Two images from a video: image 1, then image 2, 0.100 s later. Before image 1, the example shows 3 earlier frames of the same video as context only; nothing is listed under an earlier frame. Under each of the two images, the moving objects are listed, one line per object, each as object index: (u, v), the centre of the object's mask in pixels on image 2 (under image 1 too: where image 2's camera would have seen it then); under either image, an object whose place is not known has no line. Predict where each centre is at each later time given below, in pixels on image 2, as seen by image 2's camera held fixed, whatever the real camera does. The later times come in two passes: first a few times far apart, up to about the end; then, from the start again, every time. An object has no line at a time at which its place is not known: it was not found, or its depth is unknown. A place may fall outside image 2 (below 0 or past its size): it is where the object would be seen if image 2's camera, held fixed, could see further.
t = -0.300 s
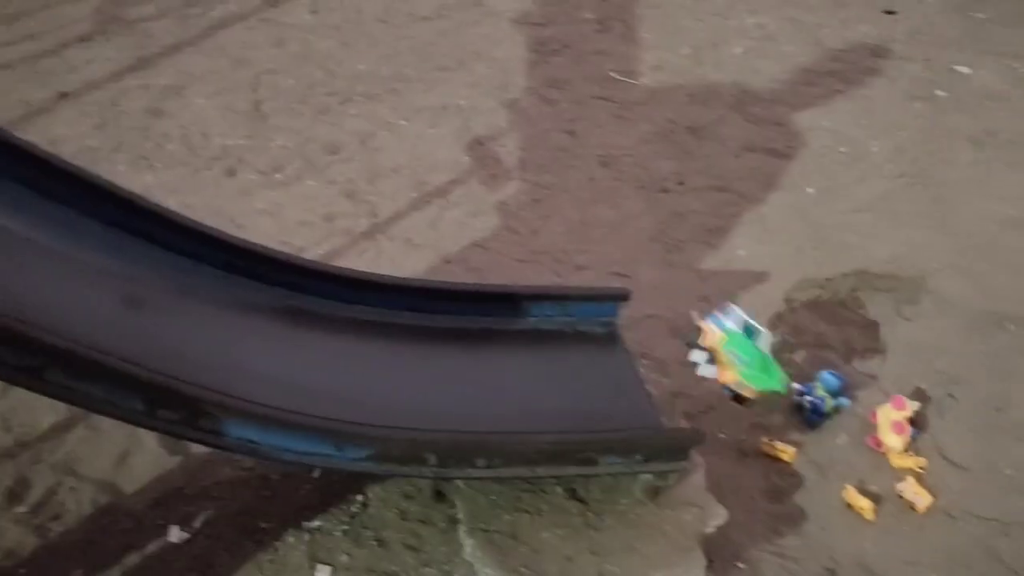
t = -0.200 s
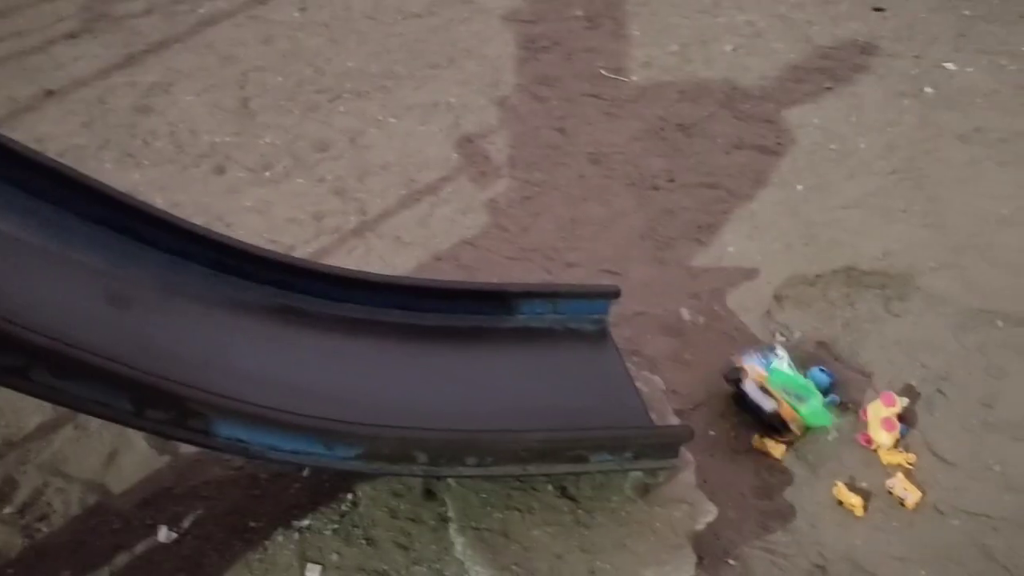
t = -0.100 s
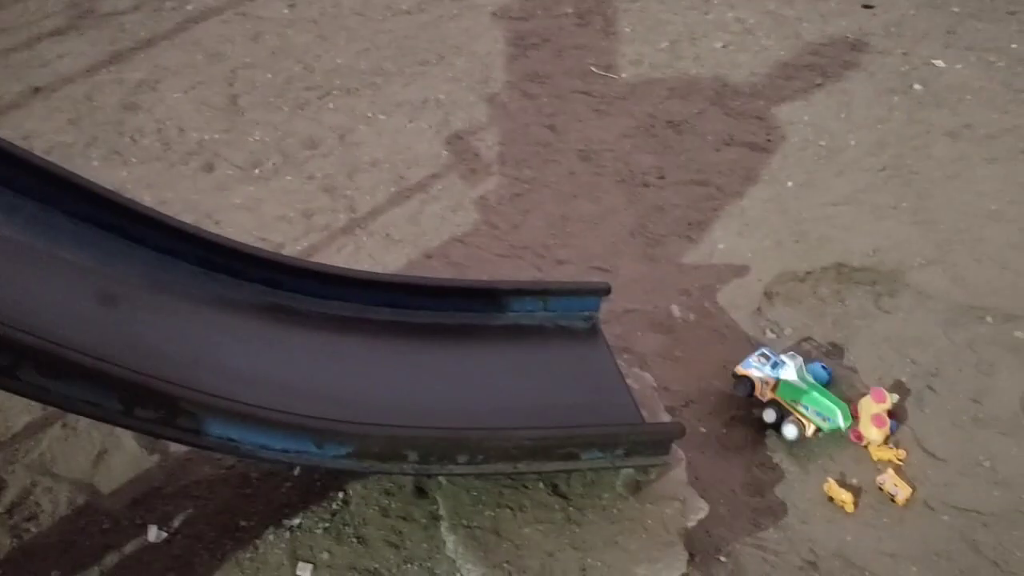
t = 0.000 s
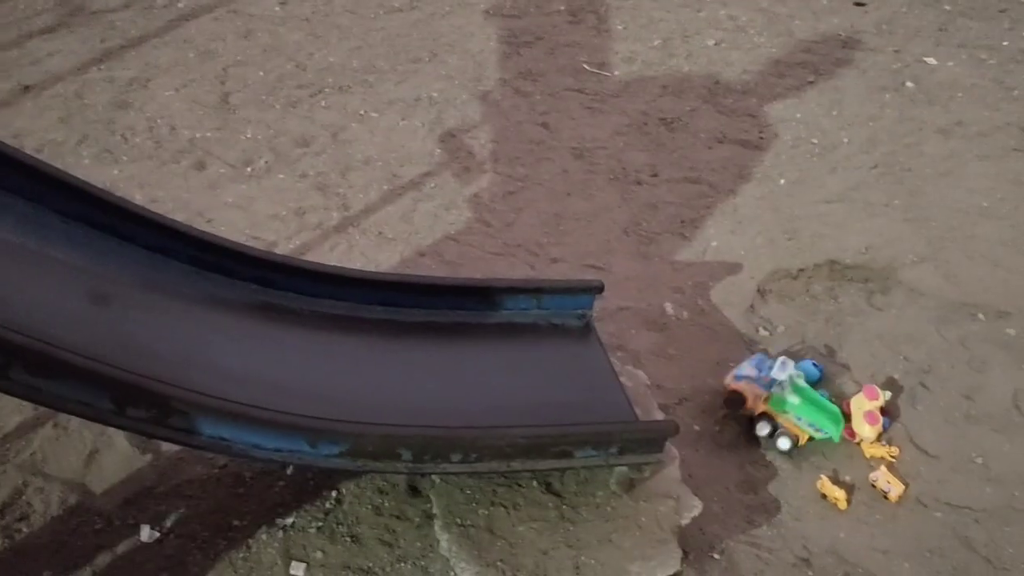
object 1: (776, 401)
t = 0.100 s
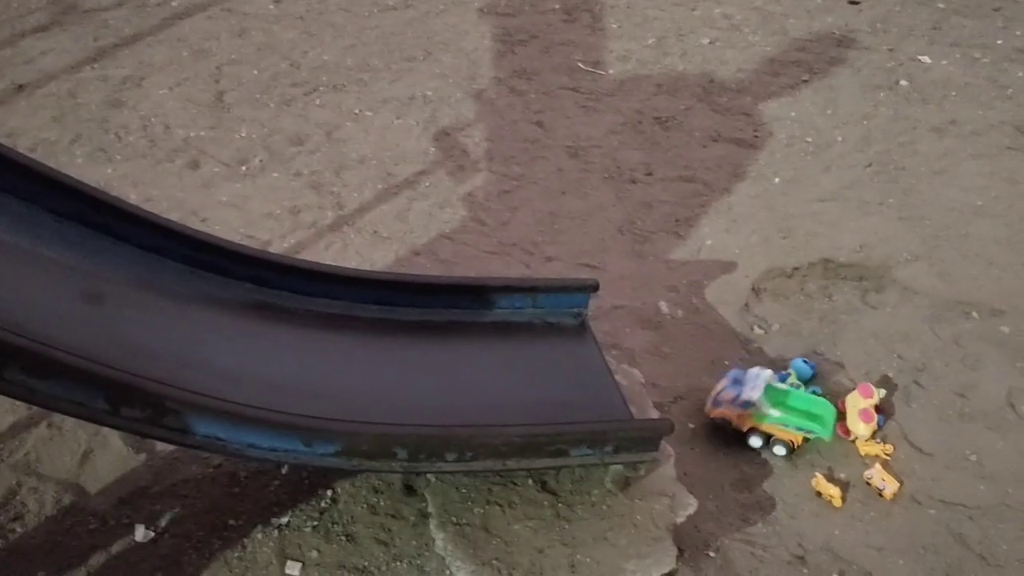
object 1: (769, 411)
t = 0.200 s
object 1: (755, 418)
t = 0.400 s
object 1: (750, 420)
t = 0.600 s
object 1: (750, 420)
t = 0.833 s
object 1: (749, 420)
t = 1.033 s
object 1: (749, 420)
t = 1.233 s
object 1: (749, 420)
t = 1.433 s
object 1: (749, 420)
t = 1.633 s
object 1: (750, 420)
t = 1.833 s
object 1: (750, 420)
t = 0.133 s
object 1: (766, 413)
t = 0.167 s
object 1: (759, 417)
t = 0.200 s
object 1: (755, 418)
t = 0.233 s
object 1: (752, 418)
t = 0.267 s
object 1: (751, 419)
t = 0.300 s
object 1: (750, 420)
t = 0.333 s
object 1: (750, 420)
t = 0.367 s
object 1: (750, 420)
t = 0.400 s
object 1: (750, 420)
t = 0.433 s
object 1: (750, 420)
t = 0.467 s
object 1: (750, 420)
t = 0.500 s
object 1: (749, 420)
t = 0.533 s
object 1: (749, 420)
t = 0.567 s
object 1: (750, 420)
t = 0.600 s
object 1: (750, 420)
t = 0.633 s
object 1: (750, 420)
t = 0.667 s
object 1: (749, 420)
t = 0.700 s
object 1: (749, 420)
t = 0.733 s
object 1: (749, 420)
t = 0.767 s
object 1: (749, 420)
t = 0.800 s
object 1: (749, 420)
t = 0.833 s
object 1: (749, 420)
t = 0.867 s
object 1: (749, 420)
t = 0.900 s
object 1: (749, 420)
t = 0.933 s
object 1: (749, 420)
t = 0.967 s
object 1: (750, 420)
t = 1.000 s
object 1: (749, 420)
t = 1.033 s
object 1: (749, 420)
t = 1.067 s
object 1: (749, 420)
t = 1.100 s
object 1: (749, 420)
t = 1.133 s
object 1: (749, 420)
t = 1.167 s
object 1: (749, 420)
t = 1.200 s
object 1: (749, 420)
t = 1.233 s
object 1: (749, 420)
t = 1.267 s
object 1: (749, 420)
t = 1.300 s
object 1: (750, 420)
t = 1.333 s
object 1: (750, 420)
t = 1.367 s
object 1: (750, 420)
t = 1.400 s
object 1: (750, 420)
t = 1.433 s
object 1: (749, 420)
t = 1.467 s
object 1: (750, 420)
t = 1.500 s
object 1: (750, 420)
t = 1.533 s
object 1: (750, 420)
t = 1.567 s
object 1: (750, 420)
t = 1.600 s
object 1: (750, 420)
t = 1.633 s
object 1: (750, 420)
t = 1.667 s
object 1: (750, 420)
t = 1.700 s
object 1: (750, 420)
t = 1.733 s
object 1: (750, 420)
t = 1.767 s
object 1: (750, 420)
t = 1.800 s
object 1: (750, 420)
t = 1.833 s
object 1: (750, 420)
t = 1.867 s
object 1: (750, 420)
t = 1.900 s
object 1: (750, 420)
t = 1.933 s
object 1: (750, 420)
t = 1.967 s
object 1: (750, 420)
